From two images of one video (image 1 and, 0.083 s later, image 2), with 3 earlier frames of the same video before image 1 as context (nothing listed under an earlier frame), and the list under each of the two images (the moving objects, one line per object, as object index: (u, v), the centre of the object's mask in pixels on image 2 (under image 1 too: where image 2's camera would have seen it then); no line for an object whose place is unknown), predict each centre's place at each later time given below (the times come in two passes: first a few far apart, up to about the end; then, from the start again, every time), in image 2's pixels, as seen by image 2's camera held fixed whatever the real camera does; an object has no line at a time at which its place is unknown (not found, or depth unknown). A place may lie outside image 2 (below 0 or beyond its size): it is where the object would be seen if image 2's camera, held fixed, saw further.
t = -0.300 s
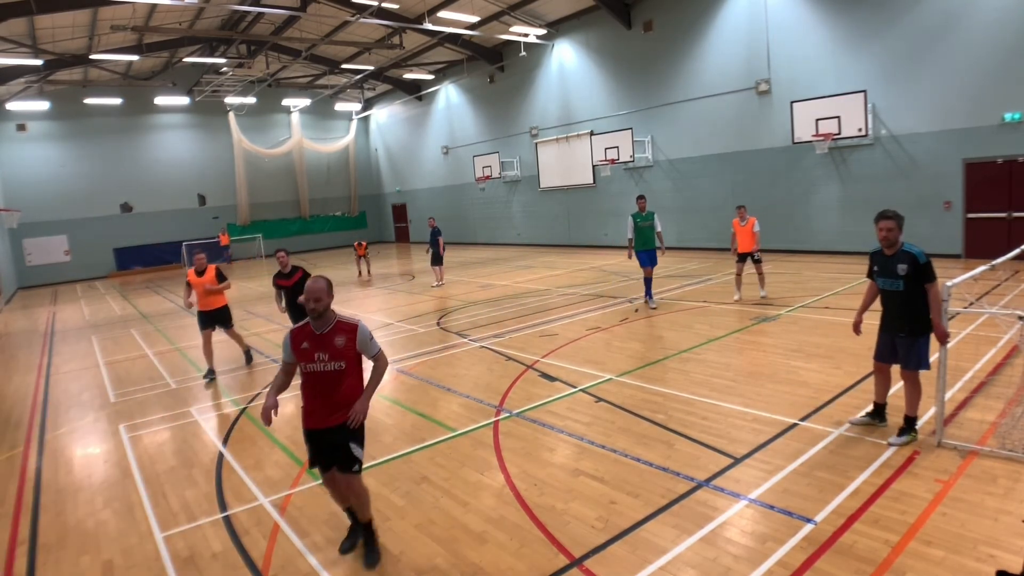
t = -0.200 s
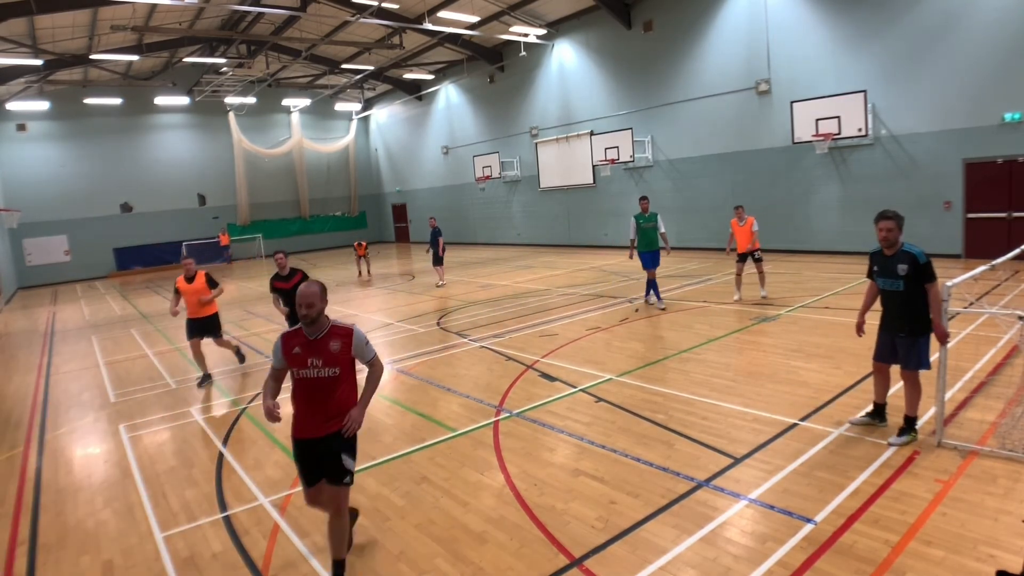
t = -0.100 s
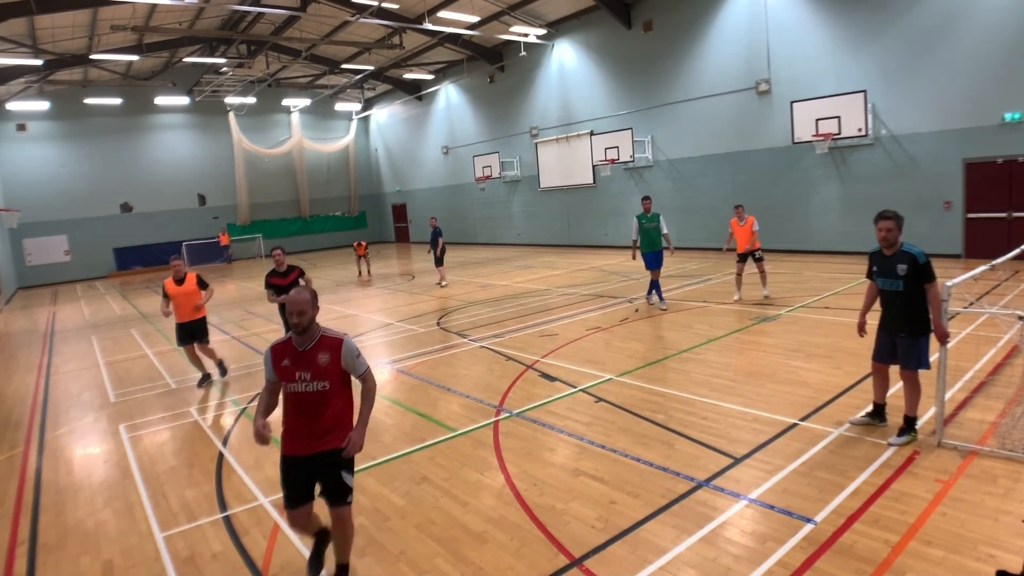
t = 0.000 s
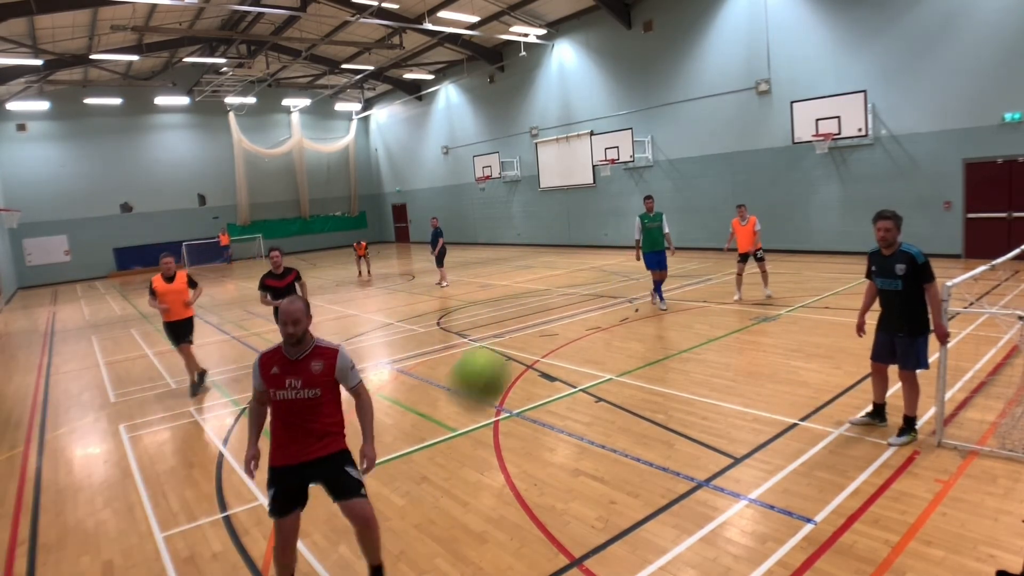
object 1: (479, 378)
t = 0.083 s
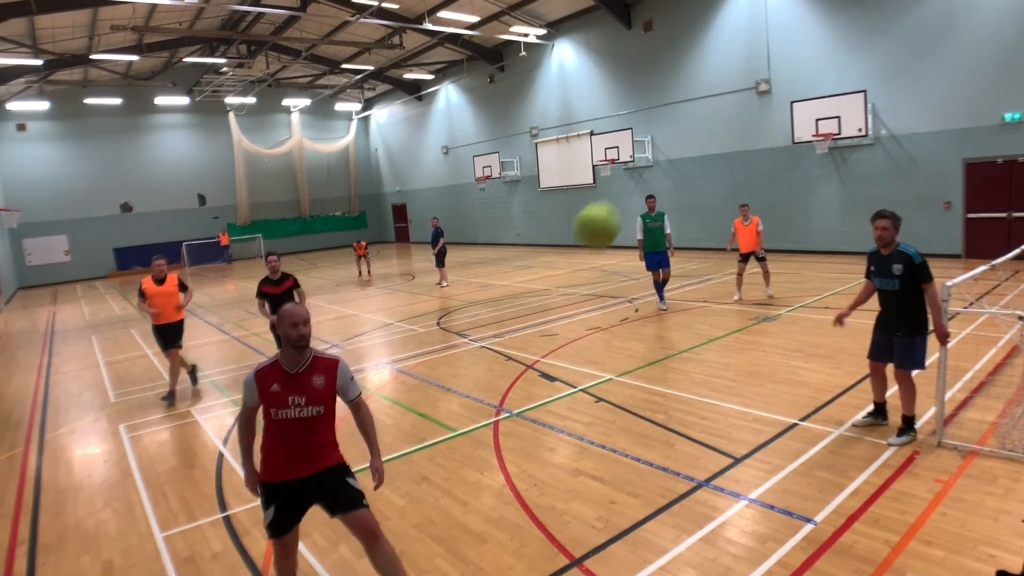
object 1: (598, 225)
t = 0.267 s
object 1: (718, 94)
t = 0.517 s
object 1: (782, 65)
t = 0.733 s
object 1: (805, 87)
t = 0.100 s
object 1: (614, 205)
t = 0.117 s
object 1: (628, 188)
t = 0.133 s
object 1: (642, 173)
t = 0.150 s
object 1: (655, 158)
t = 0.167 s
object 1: (667, 145)
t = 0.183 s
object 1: (678, 133)
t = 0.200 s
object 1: (687, 123)
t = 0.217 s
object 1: (695, 114)
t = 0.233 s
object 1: (704, 107)
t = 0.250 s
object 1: (711, 100)
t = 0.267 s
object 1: (718, 94)
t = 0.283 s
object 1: (725, 88)
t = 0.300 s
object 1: (731, 83)
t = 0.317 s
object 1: (736, 80)
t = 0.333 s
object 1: (741, 76)
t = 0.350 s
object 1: (746, 73)
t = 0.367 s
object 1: (751, 71)
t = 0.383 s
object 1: (755, 69)
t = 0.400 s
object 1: (760, 67)
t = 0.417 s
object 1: (763, 66)
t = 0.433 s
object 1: (767, 65)
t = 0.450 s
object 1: (770, 64)
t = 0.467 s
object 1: (773, 64)
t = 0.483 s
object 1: (776, 64)
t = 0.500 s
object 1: (779, 64)
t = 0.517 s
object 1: (782, 65)
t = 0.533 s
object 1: (784, 65)
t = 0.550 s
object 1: (786, 66)
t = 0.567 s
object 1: (789, 68)
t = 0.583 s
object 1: (791, 69)
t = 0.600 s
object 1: (793, 70)
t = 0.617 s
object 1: (795, 72)
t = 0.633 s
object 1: (796, 74)
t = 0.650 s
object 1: (798, 76)
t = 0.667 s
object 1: (800, 78)
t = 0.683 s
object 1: (801, 80)
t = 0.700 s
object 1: (803, 83)
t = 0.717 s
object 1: (804, 85)
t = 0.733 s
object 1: (805, 87)
